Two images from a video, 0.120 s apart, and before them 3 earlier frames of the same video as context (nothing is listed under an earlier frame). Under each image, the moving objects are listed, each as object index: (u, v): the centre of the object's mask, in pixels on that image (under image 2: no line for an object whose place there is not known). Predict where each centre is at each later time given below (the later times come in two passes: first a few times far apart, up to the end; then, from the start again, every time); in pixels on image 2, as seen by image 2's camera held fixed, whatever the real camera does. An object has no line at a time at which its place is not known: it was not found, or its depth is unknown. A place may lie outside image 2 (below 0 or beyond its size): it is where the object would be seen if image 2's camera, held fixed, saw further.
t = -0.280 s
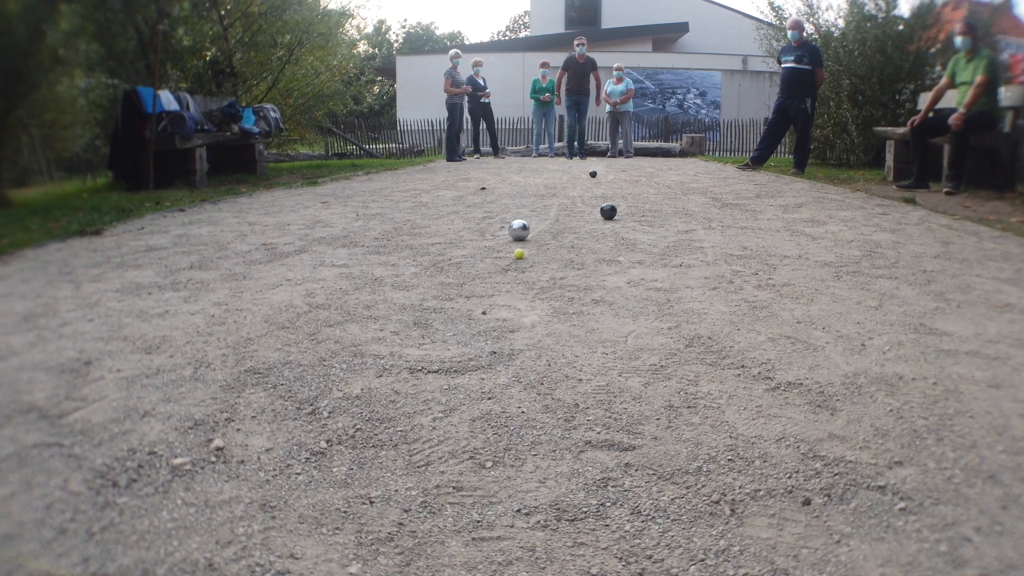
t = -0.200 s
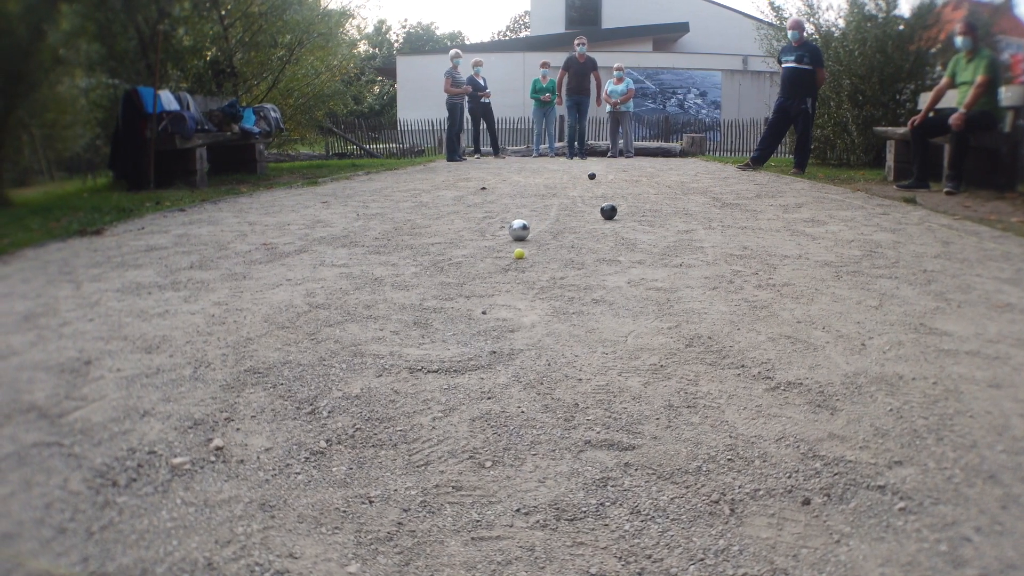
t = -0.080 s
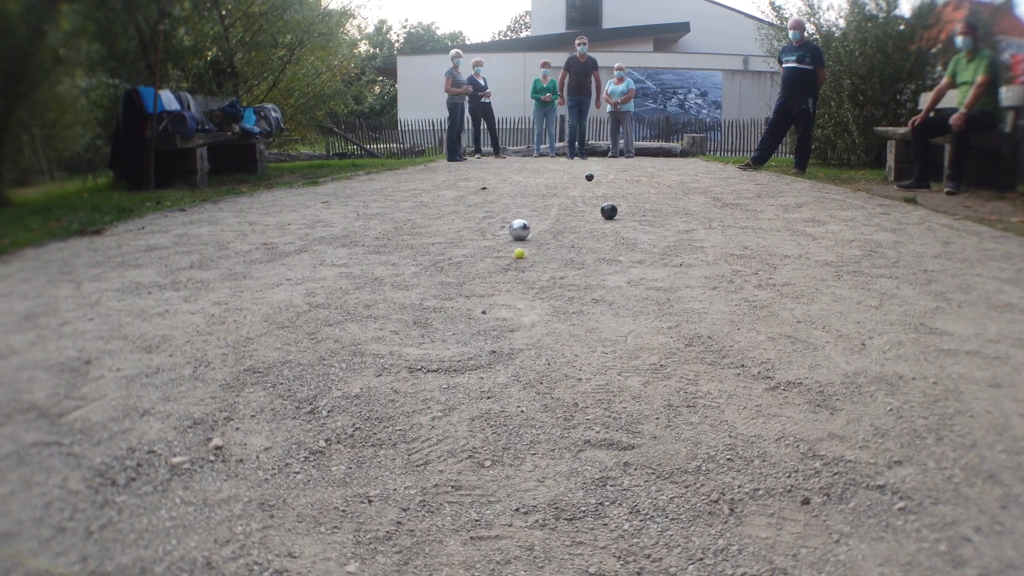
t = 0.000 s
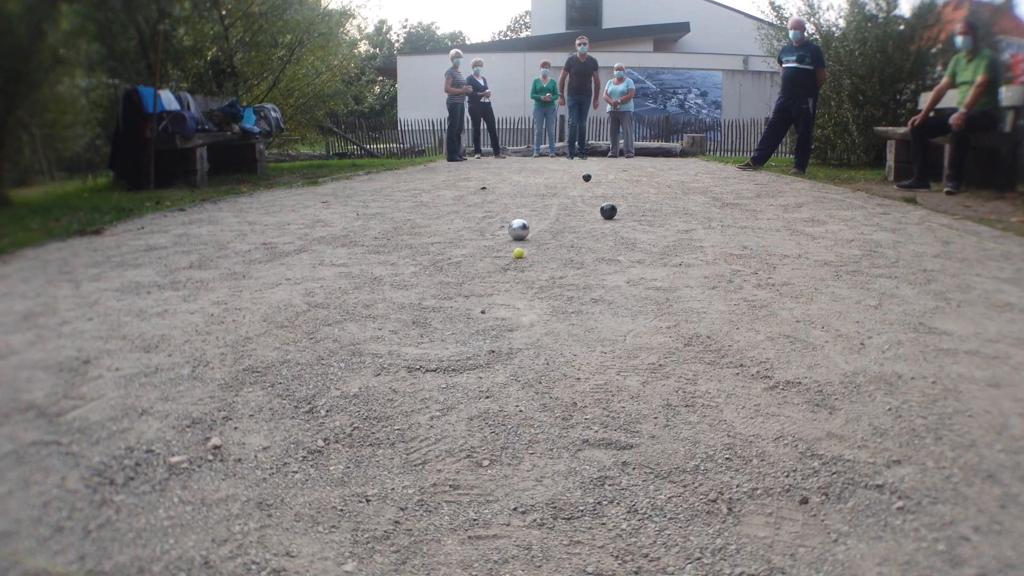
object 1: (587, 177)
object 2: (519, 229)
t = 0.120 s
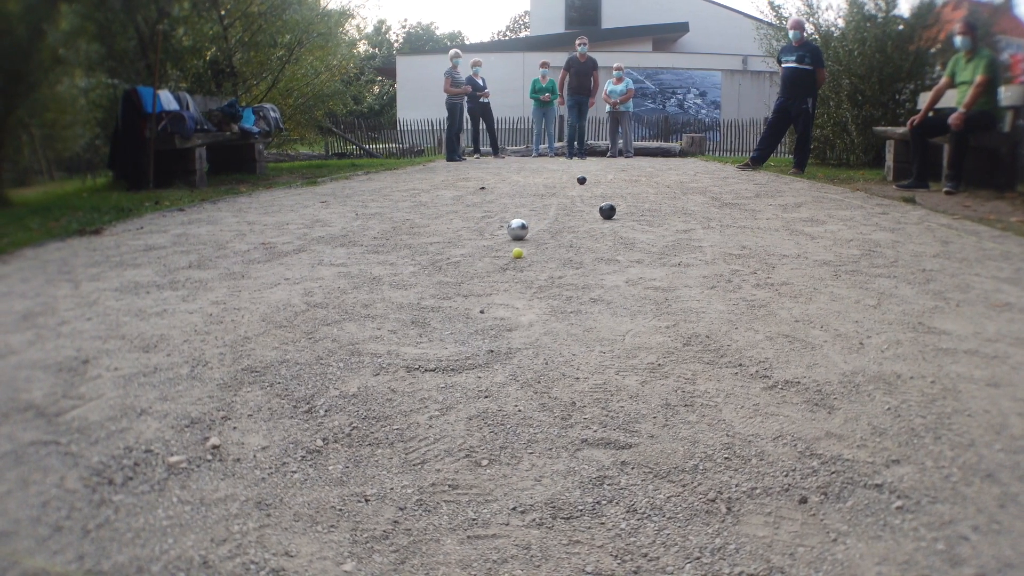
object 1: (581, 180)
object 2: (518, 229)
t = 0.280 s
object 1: (575, 183)
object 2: (518, 229)
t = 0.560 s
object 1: (565, 188)
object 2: (518, 229)
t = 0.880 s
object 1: (555, 199)
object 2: (518, 229)
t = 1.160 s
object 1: (543, 211)
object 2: (519, 229)
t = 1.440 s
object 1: (532, 224)
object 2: (513, 231)
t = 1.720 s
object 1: (549, 232)
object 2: (487, 240)
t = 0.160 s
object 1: (580, 181)
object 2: (518, 229)
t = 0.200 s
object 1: (578, 182)
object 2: (518, 229)
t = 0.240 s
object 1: (577, 183)
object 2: (518, 229)
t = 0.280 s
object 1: (575, 183)
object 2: (518, 229)
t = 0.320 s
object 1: (574, 185)
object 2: (518, 229)
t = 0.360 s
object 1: (573, 185)
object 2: (518, 229)
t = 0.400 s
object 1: (571, 187)
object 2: (518, 229)
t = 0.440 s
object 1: (570, 188)
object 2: (518, 229)
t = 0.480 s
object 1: (568, 189)
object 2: (518, 229)
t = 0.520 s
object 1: (566, 190)
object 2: (518, 229)
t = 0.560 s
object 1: (565, 188)
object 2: (518, 229)
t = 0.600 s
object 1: (564, 189)
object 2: (518, 229)
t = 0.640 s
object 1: (562, 193)
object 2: (518, 229)
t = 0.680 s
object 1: (561, 195)
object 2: (518, 229)
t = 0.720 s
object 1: (560, 196)
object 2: (518, 229)
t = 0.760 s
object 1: (559, 197)
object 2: (518, 229)
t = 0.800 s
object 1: (558, 198)
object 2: (518, 229)
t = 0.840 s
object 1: (557, 199)
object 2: (518, 229)
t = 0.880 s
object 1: (555, 199)
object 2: (518, 229)
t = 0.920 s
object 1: (553, 202)
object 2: (519, 229)
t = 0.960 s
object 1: (551, 204)
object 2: (519, 229)
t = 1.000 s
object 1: (550, 204)
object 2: (519, 229)
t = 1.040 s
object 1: (549, 205)
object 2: (519, 229)
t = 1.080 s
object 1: (547, 205)
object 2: (519, 229)
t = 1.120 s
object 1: (545, 209)
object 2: (519, 229)
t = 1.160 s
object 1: (543, 211)
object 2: (519, 229)
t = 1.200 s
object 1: (540, 214)
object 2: (519, 229)
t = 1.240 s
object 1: (538, 216)
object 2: (519, 229)
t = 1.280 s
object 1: (535, 218)
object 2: (519, 229)
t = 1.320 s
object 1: (534, 220)
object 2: (519, 229)
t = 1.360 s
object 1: (533, 221)
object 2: (519, 229)
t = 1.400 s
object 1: (532, 224)
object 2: (519, 229)
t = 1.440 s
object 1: (532, 224)
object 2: (513, 231)
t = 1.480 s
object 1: (535, 227)
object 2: (507, 232)
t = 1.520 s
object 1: (538, 228)
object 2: (502, 234)
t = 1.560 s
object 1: (541, 229)
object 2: (497, 235)
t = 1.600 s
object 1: (543, 229)
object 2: (493, 237)
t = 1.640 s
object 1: (545, 230)
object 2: (490, 238)
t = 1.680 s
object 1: (547, 231)
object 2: (488, 239)
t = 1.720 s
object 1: (549, 232)
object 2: (487, 240)
